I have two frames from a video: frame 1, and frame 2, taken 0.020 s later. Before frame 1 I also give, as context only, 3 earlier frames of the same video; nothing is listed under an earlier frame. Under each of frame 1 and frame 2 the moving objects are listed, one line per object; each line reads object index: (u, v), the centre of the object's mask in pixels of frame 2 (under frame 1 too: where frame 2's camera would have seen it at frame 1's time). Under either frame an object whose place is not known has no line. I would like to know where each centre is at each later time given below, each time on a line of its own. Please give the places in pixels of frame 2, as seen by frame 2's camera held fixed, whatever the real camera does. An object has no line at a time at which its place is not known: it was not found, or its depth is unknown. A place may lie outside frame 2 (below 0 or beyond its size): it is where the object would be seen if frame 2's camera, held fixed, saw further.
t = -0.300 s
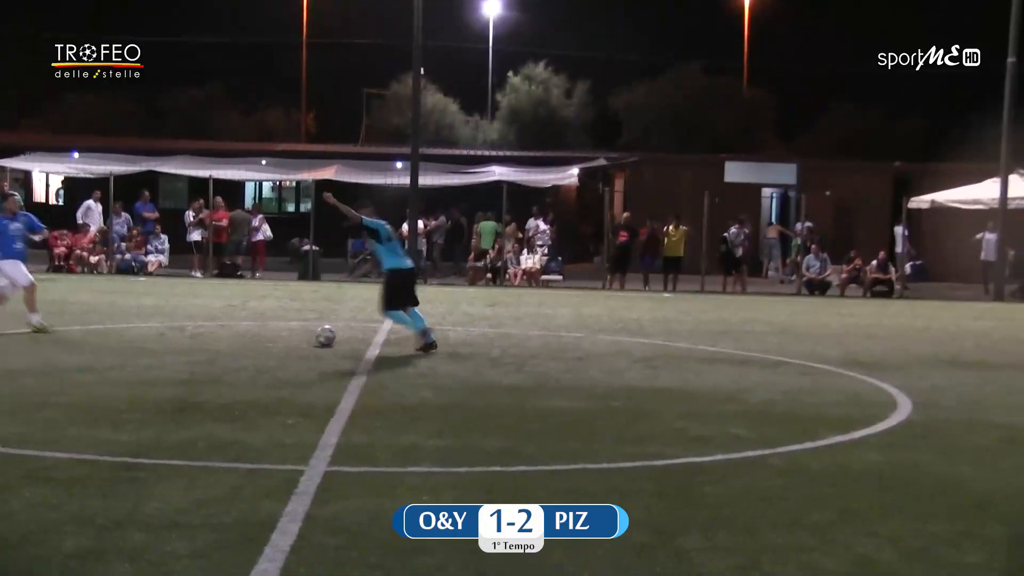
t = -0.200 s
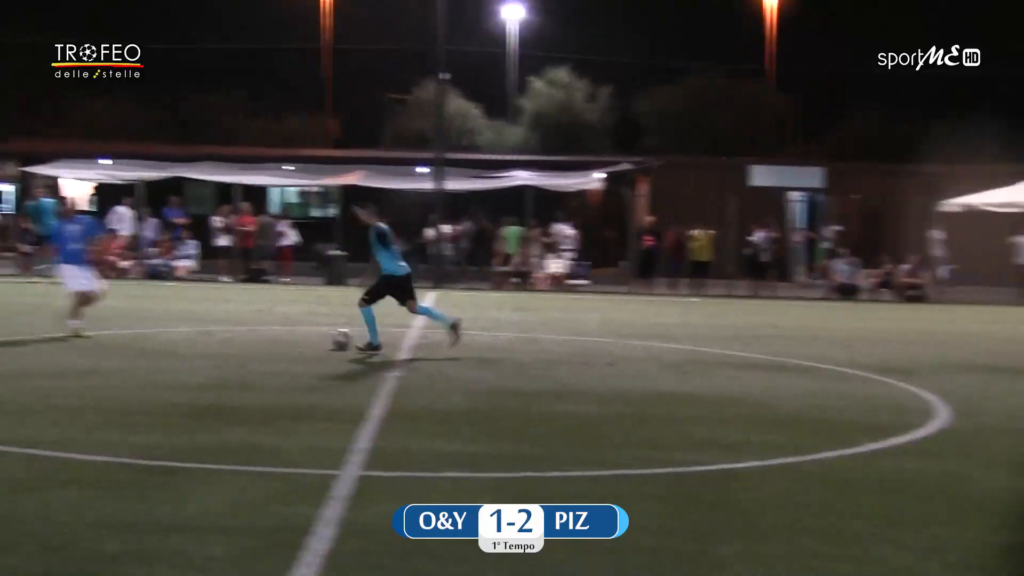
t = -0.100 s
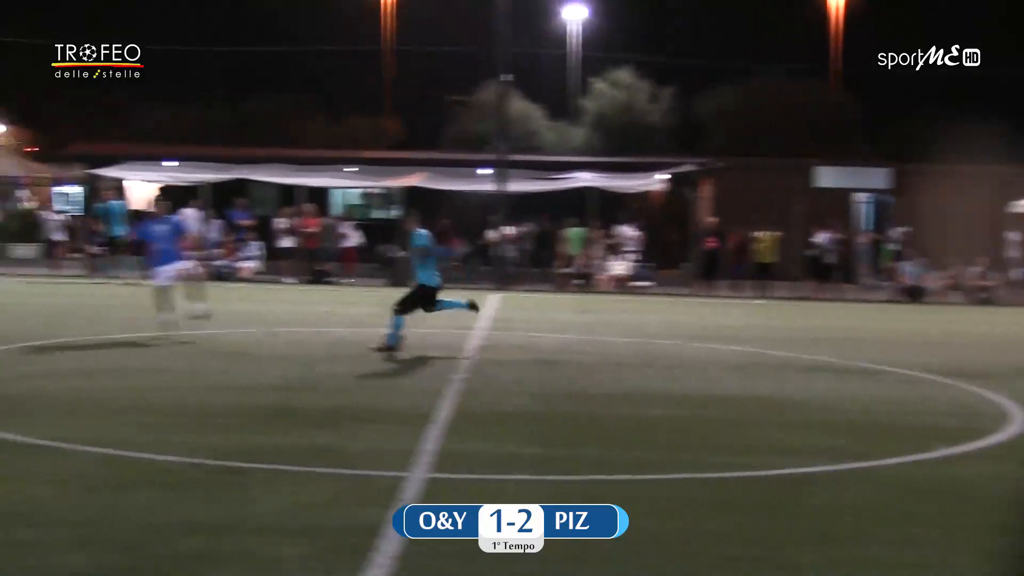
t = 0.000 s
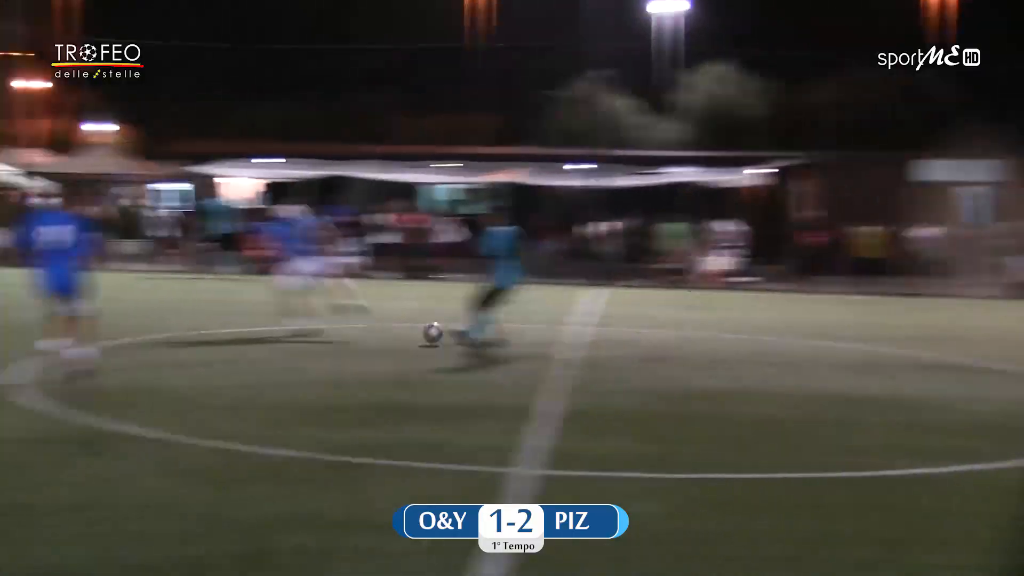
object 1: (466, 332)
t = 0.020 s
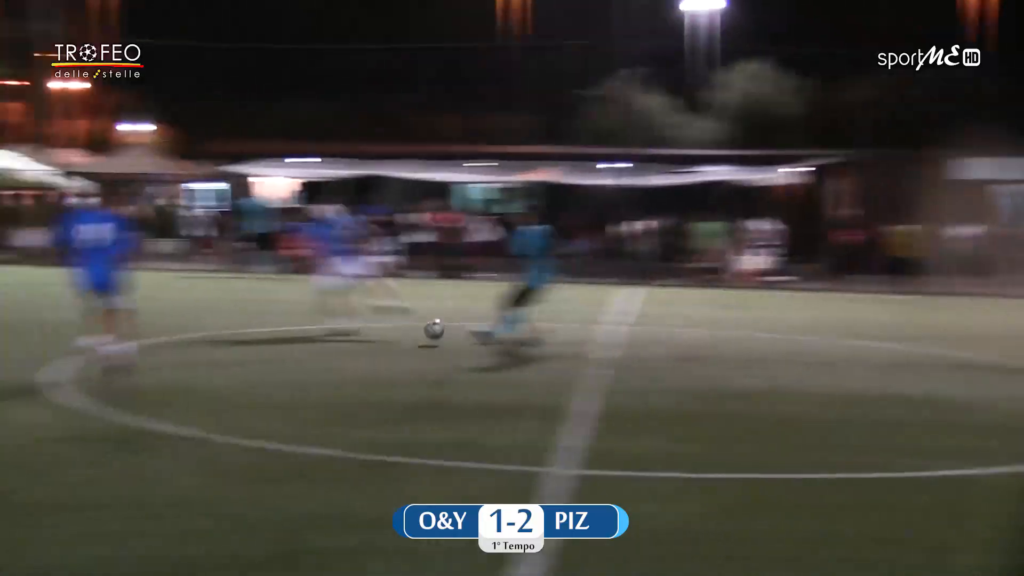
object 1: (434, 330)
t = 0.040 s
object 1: (401, 328)
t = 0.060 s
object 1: (365, 326)
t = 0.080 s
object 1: (331, 326)
